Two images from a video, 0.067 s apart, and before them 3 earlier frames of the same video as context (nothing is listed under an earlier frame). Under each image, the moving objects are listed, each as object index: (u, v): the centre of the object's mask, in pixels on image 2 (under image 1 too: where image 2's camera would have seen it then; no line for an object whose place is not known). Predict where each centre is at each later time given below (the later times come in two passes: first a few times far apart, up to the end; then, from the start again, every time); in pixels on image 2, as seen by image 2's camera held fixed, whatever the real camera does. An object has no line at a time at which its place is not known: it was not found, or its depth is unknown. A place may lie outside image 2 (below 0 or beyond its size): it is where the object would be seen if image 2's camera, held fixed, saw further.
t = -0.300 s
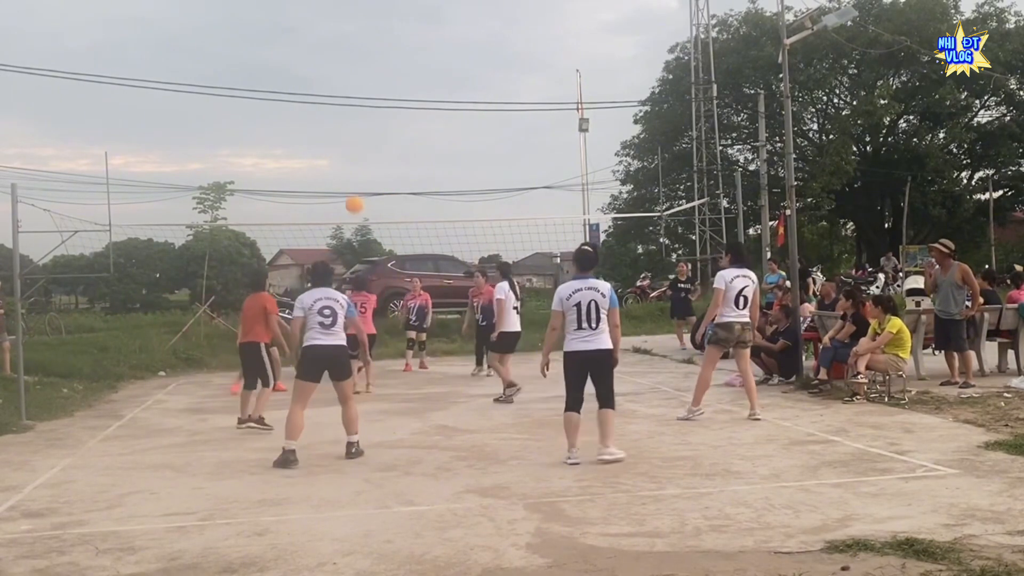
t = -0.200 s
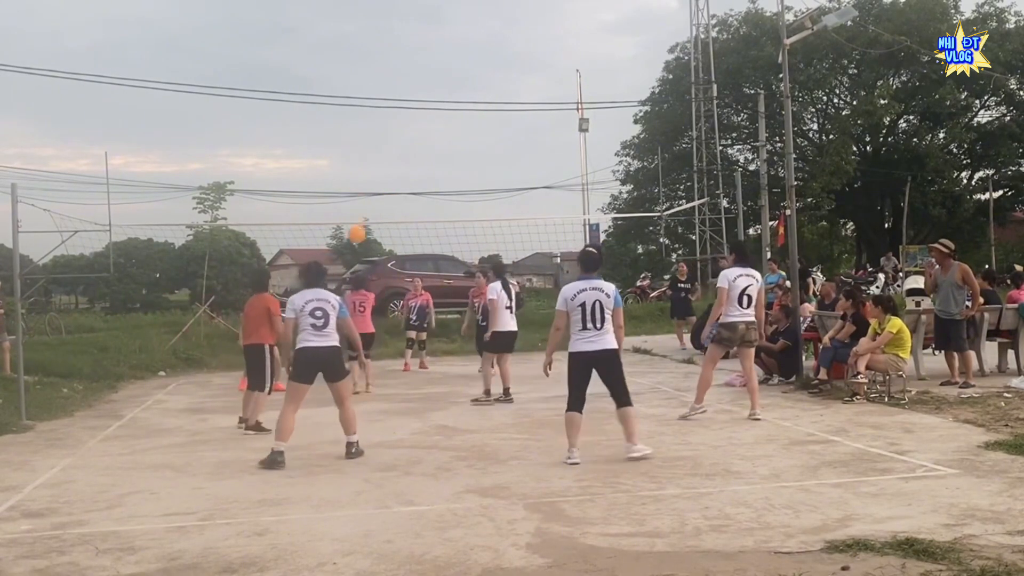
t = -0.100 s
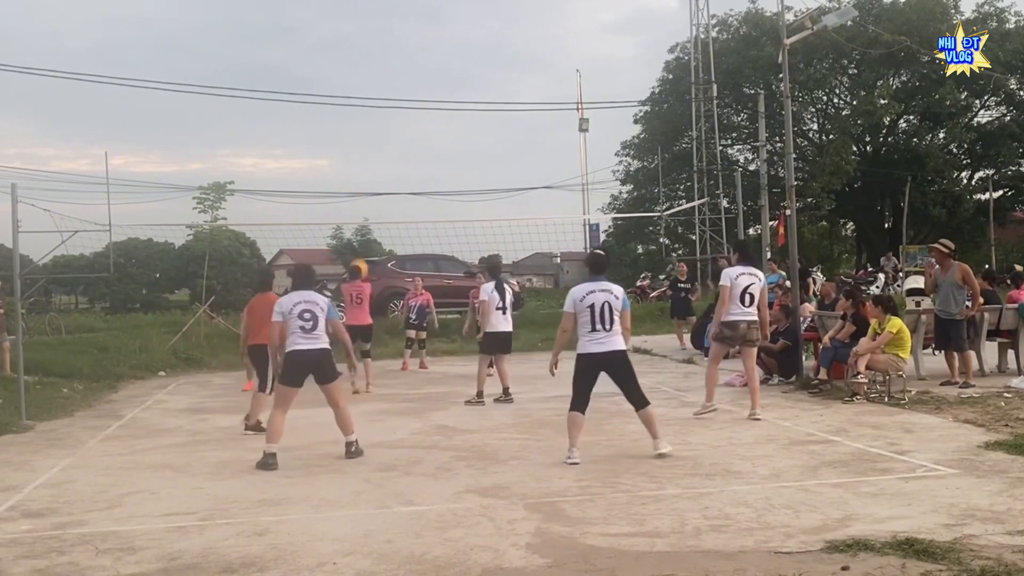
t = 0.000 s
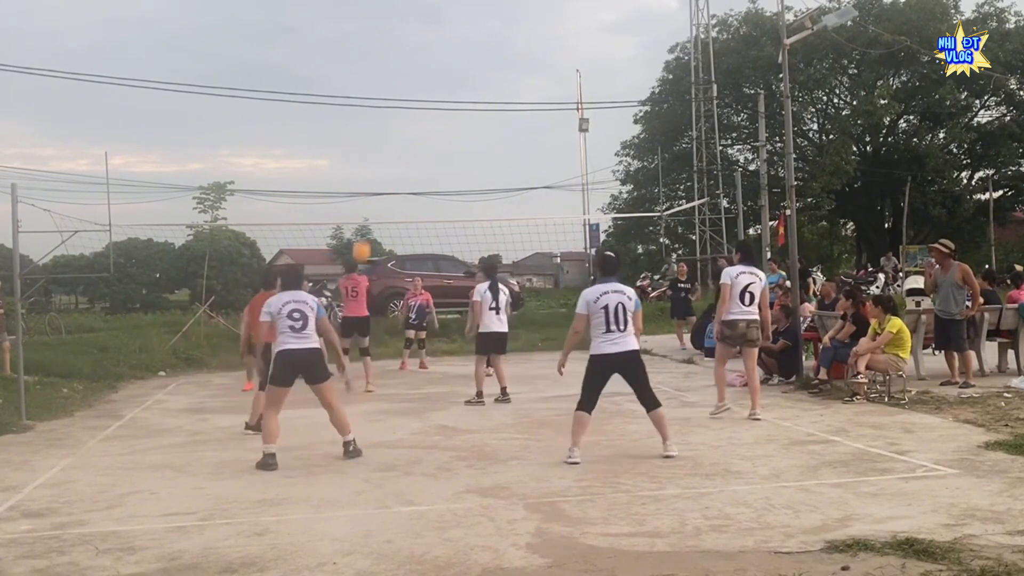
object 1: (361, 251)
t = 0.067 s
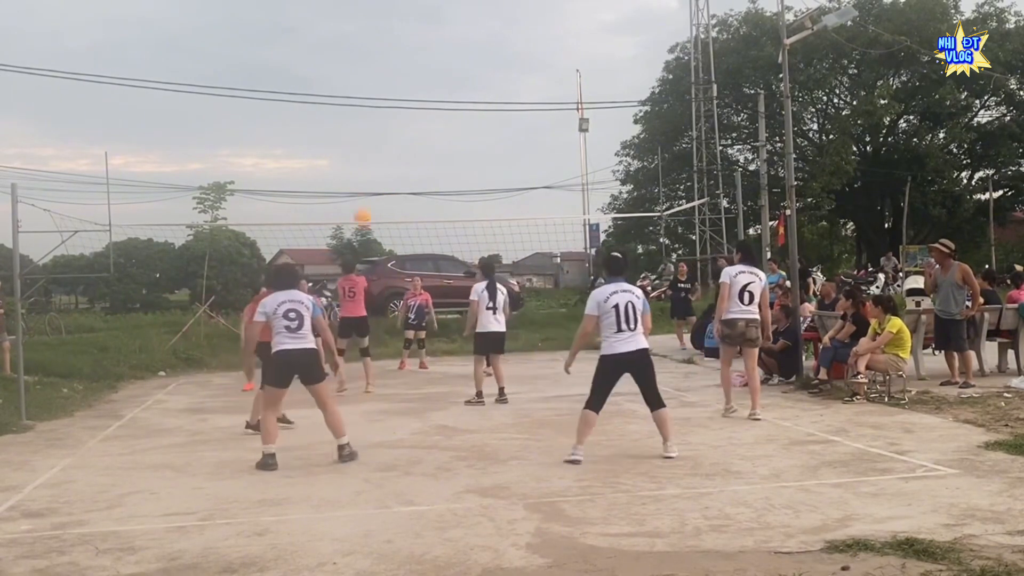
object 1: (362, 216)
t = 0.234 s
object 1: (366, 154)
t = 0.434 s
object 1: (369, 108)
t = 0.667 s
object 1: (373, 94)
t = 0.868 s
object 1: (379, 114)
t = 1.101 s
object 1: (386, 172)
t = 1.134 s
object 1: (387, 182)
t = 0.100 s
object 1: (363, 203)
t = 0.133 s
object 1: (364, 189)
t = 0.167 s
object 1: (365, 177)
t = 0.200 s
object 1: (365, 164)
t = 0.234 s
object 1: (366, 154)
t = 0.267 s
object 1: (366, 144)
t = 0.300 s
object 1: (366, 135)
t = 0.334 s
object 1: (366, 127)
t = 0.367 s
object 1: (367, 120)
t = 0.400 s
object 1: (367, 113)
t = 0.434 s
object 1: (369, 108)
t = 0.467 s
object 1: (369, 103)
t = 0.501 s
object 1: (369, 100)
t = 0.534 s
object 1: (370, 97)
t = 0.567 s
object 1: (371, 94)
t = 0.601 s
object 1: (372, 94)
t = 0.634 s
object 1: (372, 94)
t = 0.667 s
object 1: (373, 94)
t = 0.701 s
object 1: (374, 94)
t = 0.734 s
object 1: (375, 97)
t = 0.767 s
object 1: (376, 100)
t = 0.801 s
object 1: (377, 104)
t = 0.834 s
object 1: (378, 108)
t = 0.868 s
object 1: (379, 114)
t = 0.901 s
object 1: (380, 120)
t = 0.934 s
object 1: (381, 127)
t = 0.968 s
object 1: (382, 134)
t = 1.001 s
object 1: (383, 143)
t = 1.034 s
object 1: (384, 152)
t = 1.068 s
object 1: (385, 161)
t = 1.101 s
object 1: (386, 172)
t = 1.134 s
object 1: (387, 182)
